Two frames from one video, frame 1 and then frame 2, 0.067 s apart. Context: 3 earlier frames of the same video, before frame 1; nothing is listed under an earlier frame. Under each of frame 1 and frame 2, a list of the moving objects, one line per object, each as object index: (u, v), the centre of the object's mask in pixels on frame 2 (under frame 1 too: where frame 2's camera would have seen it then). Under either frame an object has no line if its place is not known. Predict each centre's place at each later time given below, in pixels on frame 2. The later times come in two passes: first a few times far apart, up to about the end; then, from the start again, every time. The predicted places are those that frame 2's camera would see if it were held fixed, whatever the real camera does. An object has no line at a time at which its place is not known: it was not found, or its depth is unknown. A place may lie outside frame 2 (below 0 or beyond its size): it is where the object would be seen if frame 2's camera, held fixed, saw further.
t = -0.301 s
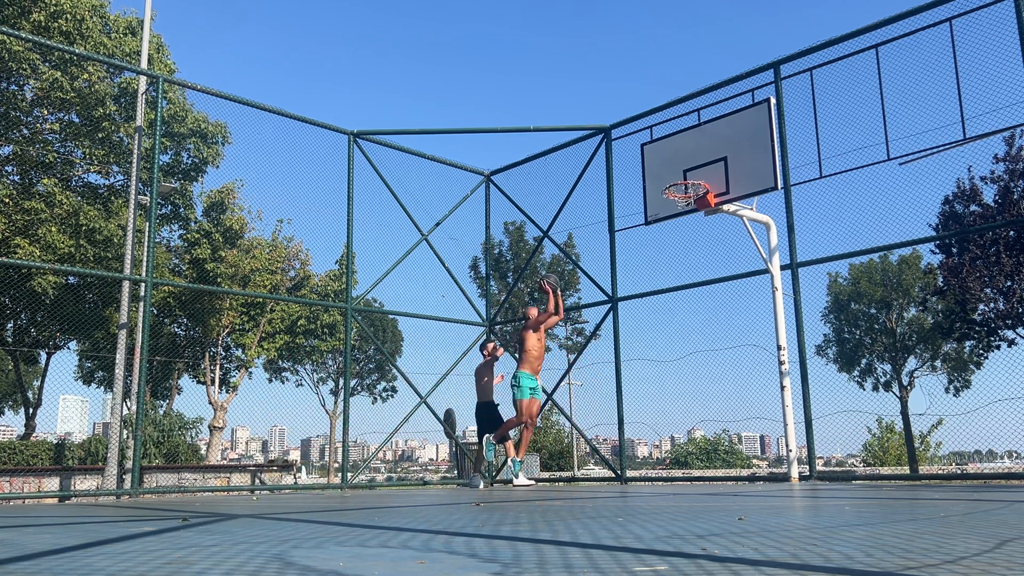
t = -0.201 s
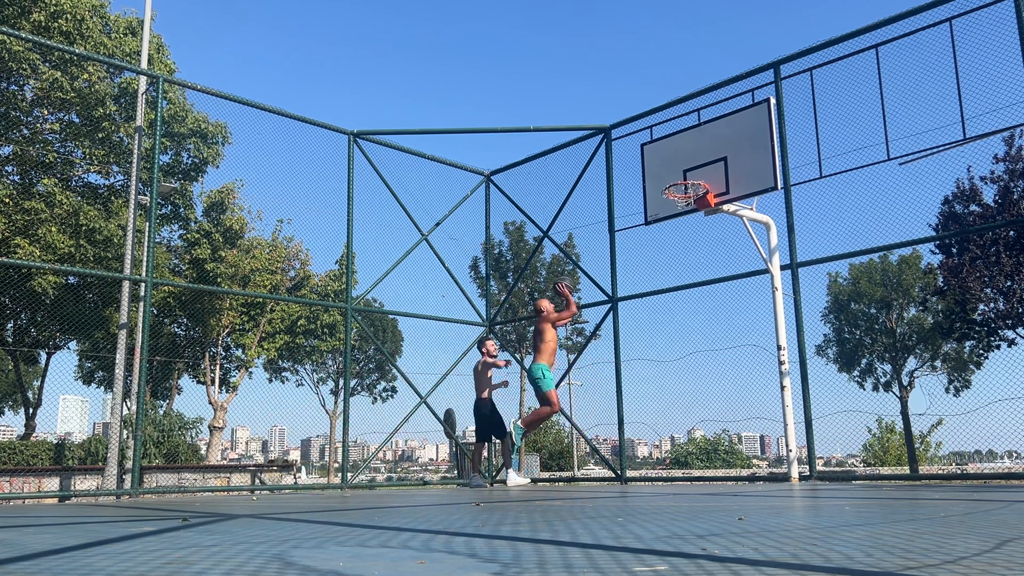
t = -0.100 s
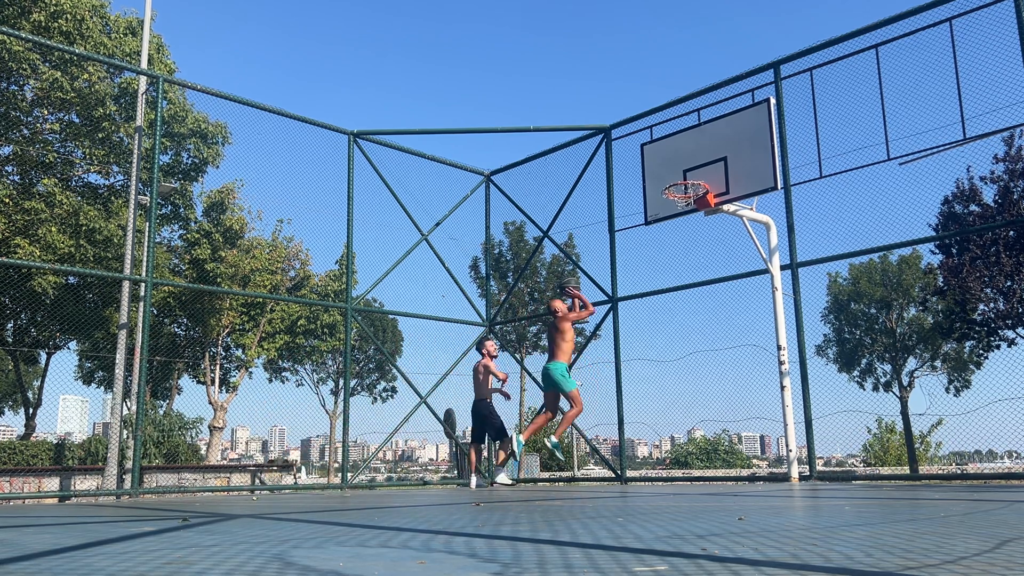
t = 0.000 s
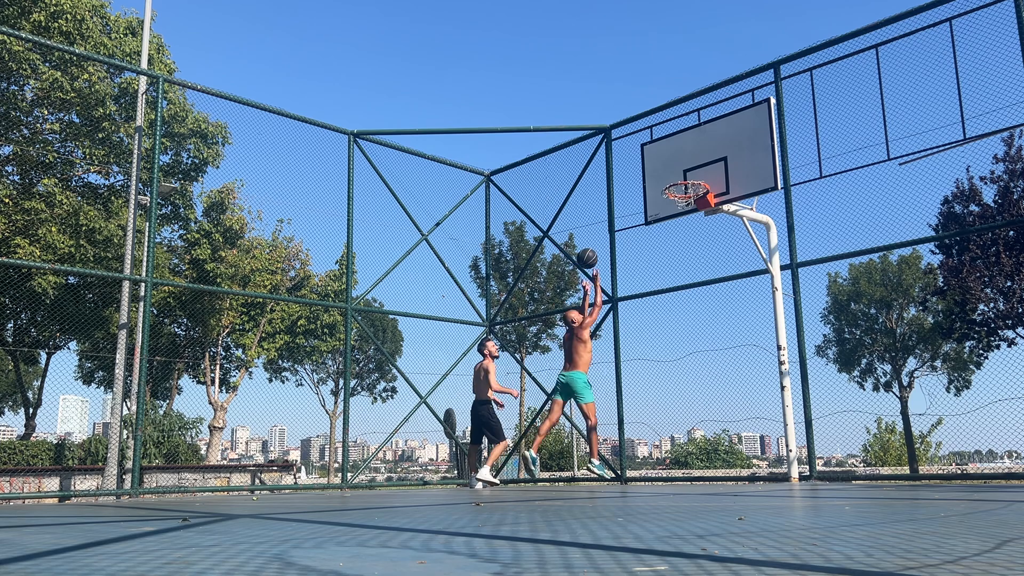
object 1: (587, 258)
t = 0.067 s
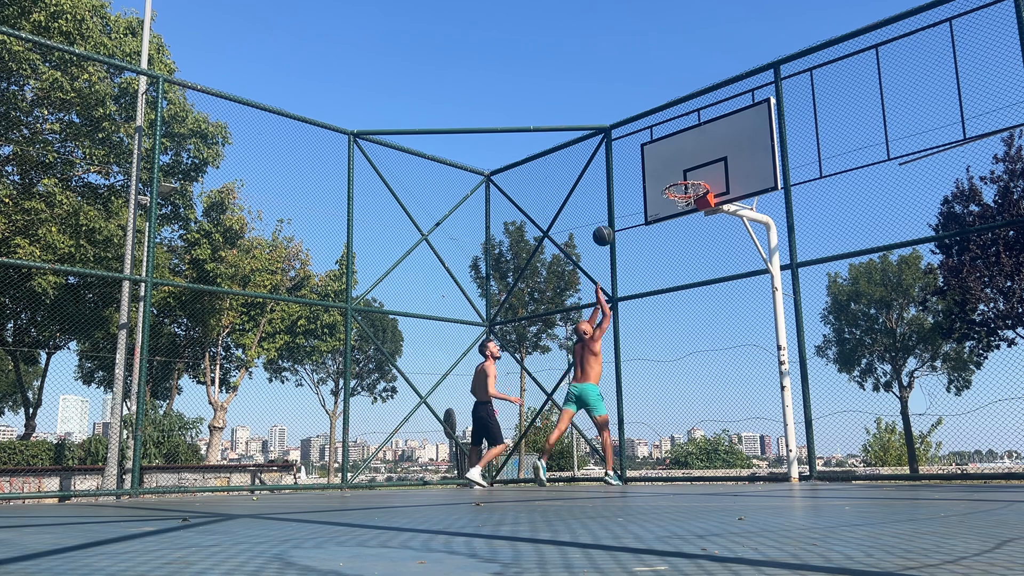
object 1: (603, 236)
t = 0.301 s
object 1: (657, 185)
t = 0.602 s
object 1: (676, 194)
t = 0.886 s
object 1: (693, 260)
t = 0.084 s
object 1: (607, 231)
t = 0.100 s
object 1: (611, 225)
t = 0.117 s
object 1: (615, 221)
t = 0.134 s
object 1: (620, 216)
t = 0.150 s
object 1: (623, 212)
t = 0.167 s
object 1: (627, 209)
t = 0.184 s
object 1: (630, 205)
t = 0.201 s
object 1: (635, 201)
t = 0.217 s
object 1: (638, 198)
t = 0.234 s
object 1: (643, 195)
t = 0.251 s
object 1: (646, 193)
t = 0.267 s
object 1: (650, 190)
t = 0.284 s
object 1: (654, 188)
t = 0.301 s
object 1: (657, 185)
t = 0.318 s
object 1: (661, 182)
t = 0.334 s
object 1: (665, 180)
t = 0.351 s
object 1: (670, 179)
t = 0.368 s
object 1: (674, 177)
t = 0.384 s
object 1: (674, 177)
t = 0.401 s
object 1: (675, 177)
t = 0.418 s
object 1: (675, 177)
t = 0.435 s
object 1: (675, 177)
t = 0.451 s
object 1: (676, 177)
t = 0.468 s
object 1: (676, 178)
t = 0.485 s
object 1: (676, 178)
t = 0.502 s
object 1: (677, 179)
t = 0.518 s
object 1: (677, 180)
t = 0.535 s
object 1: (678, 182)
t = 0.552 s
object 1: (678, 184)
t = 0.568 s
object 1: (678, 185)
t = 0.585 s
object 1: (681, 191)
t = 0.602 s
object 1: (676, 194)
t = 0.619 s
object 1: (678, 196)
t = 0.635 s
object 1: (677, 201)
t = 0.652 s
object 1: (681, 201)
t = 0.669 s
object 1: (682, 201)
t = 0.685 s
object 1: (682, 203)
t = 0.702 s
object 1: (683, 206)
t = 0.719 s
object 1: (684, 210)
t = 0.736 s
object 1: (685, 214)
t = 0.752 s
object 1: (685, 218)
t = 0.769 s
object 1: (686, 222)
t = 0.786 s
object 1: (687, 227)
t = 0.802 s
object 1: (688, 232)
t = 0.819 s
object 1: (689, 237)
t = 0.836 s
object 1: (690, 242)
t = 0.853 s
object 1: (691, 248)
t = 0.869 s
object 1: (692, 254)
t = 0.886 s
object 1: (693, 260)
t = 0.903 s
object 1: (694, 267)
